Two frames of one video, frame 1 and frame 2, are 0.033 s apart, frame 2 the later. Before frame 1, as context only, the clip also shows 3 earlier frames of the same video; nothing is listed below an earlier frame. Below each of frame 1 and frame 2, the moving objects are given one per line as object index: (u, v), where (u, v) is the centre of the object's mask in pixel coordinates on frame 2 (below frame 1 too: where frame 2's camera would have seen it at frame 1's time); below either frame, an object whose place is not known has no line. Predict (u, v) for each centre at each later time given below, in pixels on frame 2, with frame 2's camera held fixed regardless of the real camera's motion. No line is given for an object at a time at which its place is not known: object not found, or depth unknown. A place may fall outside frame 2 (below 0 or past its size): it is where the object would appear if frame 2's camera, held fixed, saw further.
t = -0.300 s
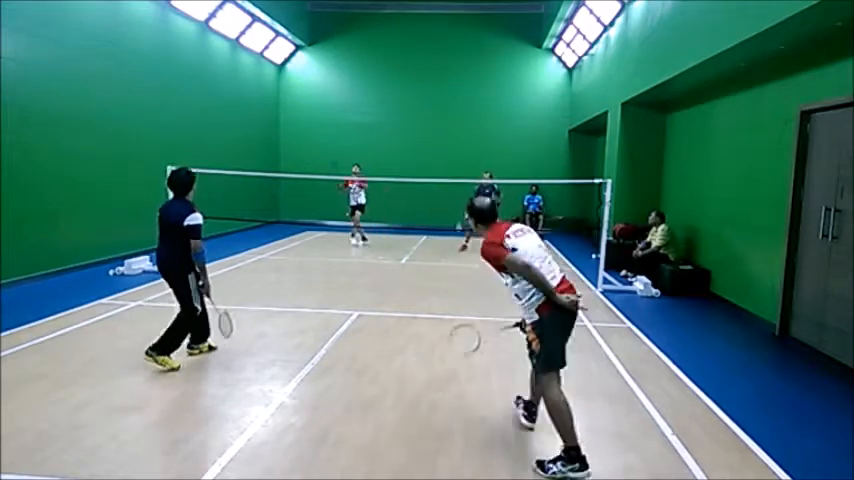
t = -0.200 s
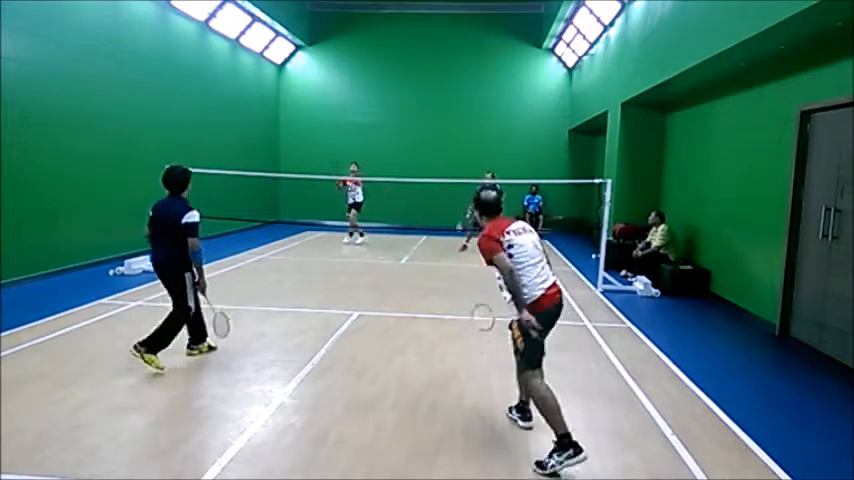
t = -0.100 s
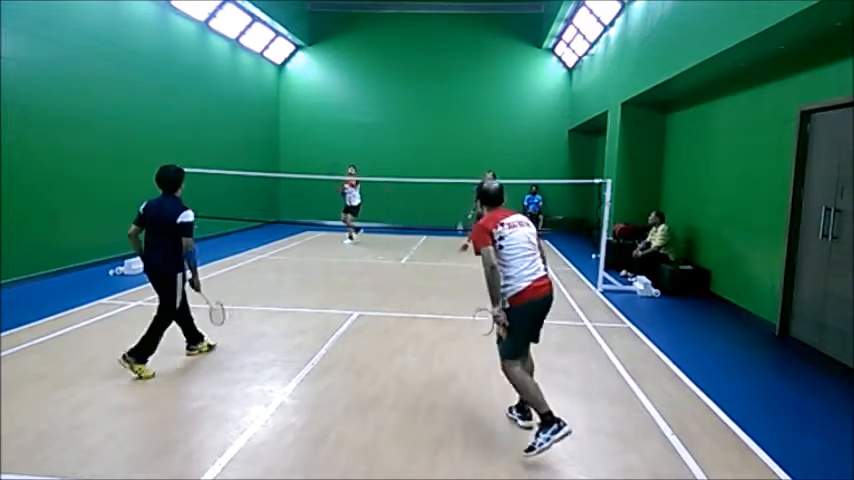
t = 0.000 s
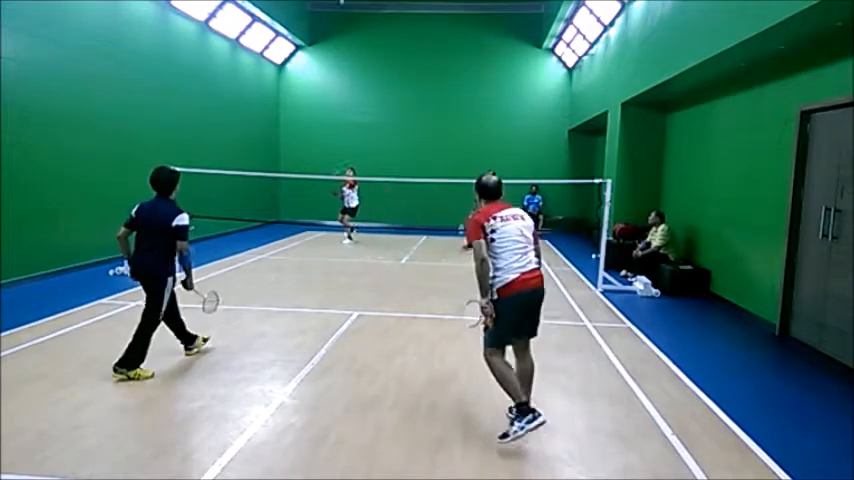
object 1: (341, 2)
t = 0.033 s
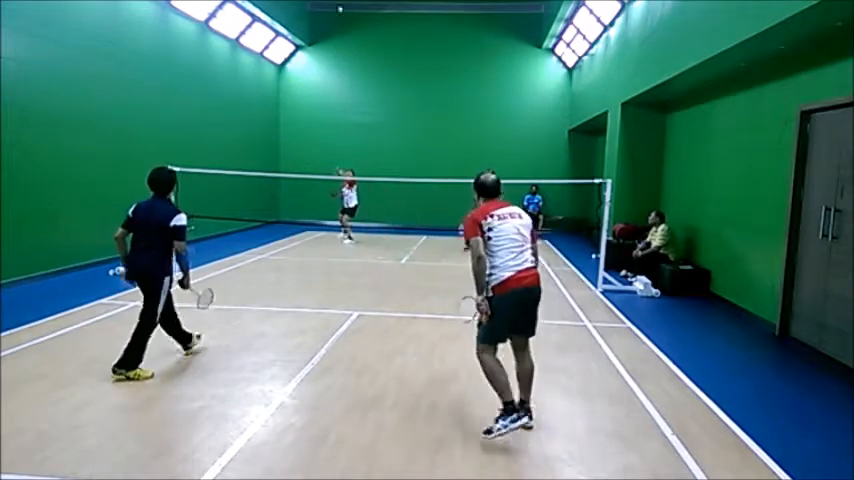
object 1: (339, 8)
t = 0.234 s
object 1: (336, 52)
